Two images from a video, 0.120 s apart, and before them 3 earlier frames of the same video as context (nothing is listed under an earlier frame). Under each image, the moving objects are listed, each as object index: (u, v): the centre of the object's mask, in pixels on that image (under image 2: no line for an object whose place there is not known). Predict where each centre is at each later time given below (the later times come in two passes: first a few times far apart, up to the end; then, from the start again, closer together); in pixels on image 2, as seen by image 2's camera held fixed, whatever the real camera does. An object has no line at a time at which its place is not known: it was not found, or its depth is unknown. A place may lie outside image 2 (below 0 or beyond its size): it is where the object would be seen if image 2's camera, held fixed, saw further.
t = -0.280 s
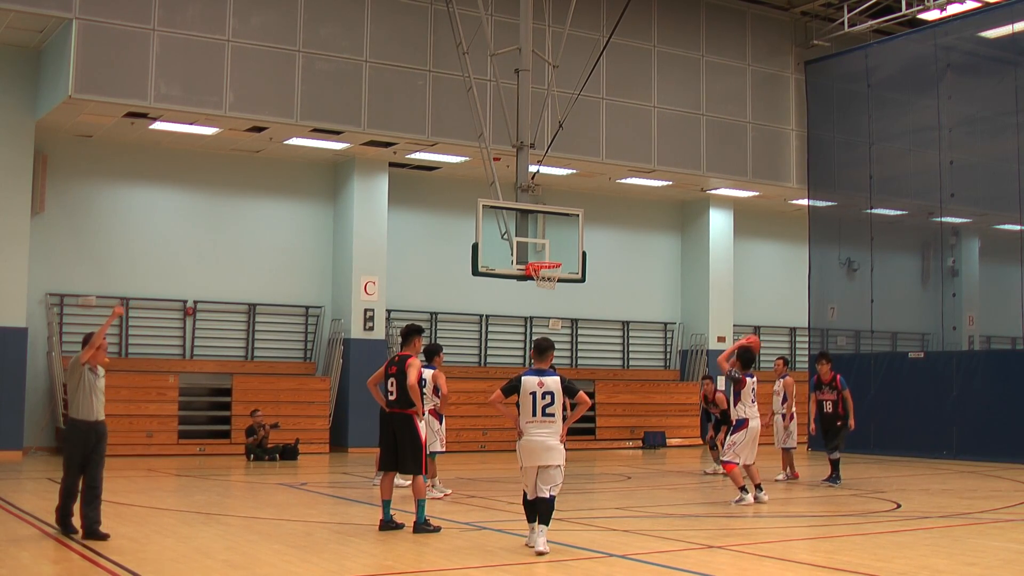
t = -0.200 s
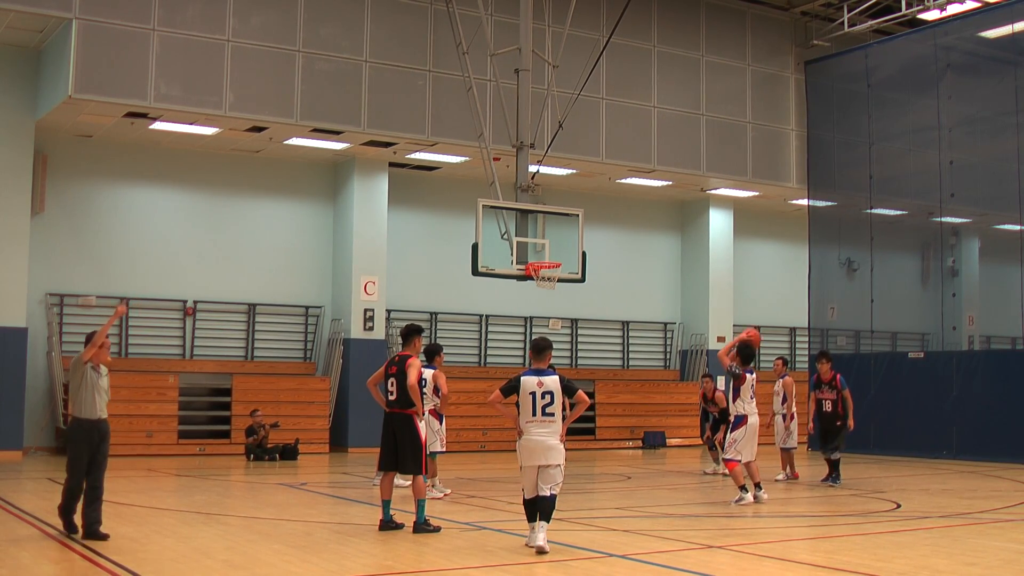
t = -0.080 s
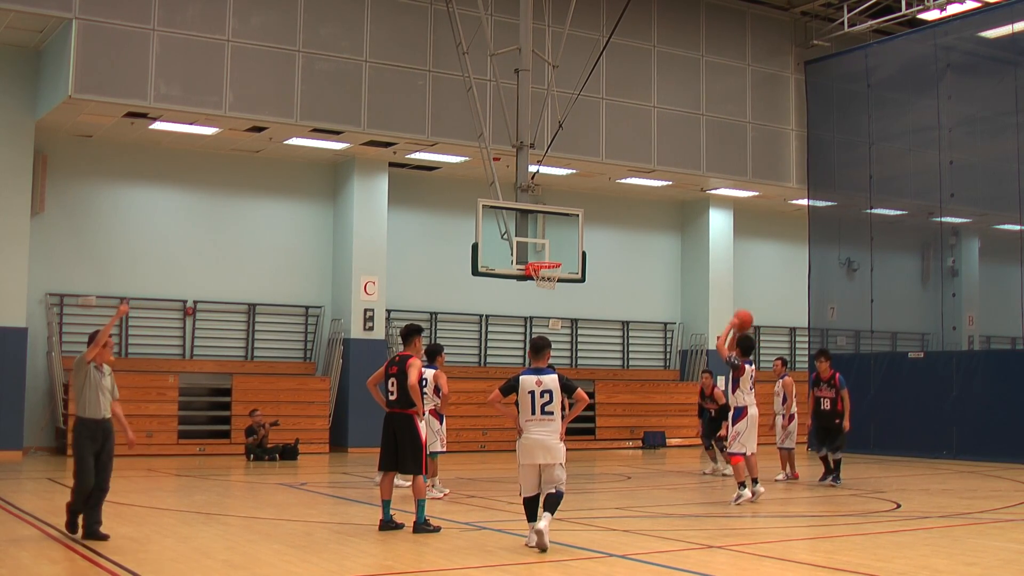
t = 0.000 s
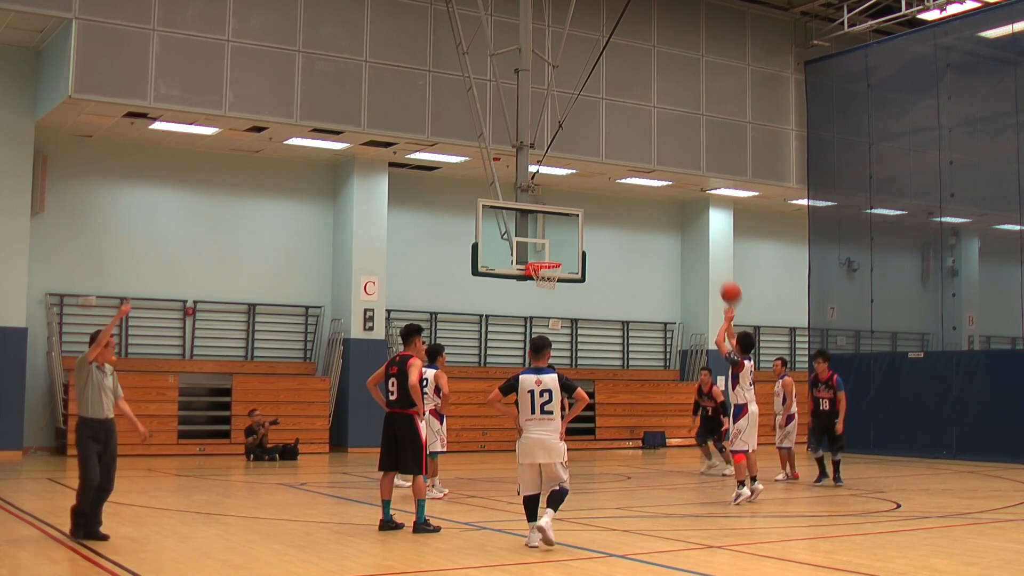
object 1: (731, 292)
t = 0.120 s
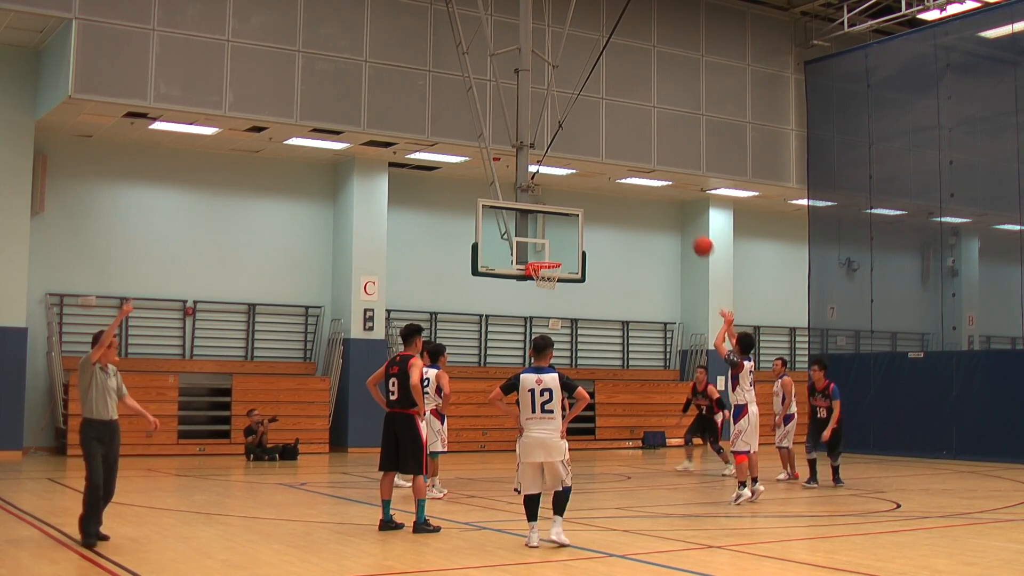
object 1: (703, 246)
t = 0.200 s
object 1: (686, 222)
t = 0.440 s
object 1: (637, 187)
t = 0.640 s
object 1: (602, 190)
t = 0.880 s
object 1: (562, 228)
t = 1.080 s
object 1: (544, 275)
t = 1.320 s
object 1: (547, 280)
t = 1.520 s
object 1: (545, 305)
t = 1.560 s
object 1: (544, 313)
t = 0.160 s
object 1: (694, 232)
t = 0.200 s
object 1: (686, 222)
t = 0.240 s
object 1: (677, 213)
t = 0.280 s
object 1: (669, 205)
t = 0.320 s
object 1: (661, 199)
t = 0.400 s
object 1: (645, 190)
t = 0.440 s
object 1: (637, 187)
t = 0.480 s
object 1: (630, 185)
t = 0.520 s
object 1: (622, 184)
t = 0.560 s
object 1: (615, 185)
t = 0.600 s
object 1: (608, 187)
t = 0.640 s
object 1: (602, 190)
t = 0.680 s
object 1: (595, 194)
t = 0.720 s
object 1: (588, 198)
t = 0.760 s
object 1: (581, 204)
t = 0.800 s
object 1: (575, 211)
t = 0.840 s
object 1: (569, 219)
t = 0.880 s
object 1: (562, 228)
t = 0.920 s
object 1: (556, 237)
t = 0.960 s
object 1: (550, 248)
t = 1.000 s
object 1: (545, 257)
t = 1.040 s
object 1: (542, 268)
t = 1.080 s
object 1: (544, 275)
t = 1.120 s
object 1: (546, 278)
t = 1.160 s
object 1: (548, 275)
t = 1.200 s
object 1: (549, 273)
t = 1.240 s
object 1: (547, 275)
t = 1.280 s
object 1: (548, 277)
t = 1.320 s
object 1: (547, 280)
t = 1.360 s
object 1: (547, 285)
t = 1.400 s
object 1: (546, 289)
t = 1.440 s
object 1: (546, 293)
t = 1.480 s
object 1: (545, 298)
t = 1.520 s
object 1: (545, 305)
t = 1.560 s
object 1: (544, 313)
